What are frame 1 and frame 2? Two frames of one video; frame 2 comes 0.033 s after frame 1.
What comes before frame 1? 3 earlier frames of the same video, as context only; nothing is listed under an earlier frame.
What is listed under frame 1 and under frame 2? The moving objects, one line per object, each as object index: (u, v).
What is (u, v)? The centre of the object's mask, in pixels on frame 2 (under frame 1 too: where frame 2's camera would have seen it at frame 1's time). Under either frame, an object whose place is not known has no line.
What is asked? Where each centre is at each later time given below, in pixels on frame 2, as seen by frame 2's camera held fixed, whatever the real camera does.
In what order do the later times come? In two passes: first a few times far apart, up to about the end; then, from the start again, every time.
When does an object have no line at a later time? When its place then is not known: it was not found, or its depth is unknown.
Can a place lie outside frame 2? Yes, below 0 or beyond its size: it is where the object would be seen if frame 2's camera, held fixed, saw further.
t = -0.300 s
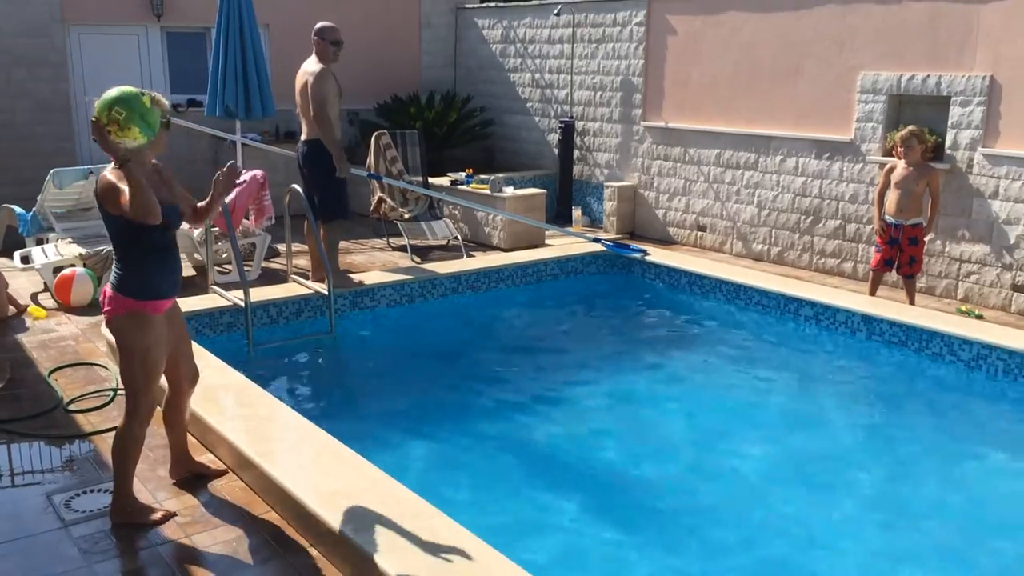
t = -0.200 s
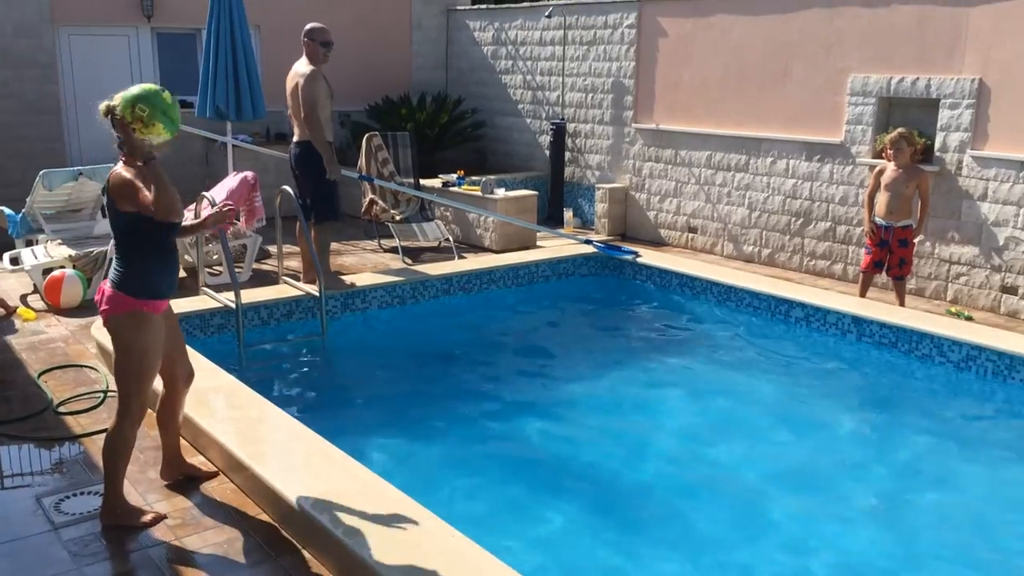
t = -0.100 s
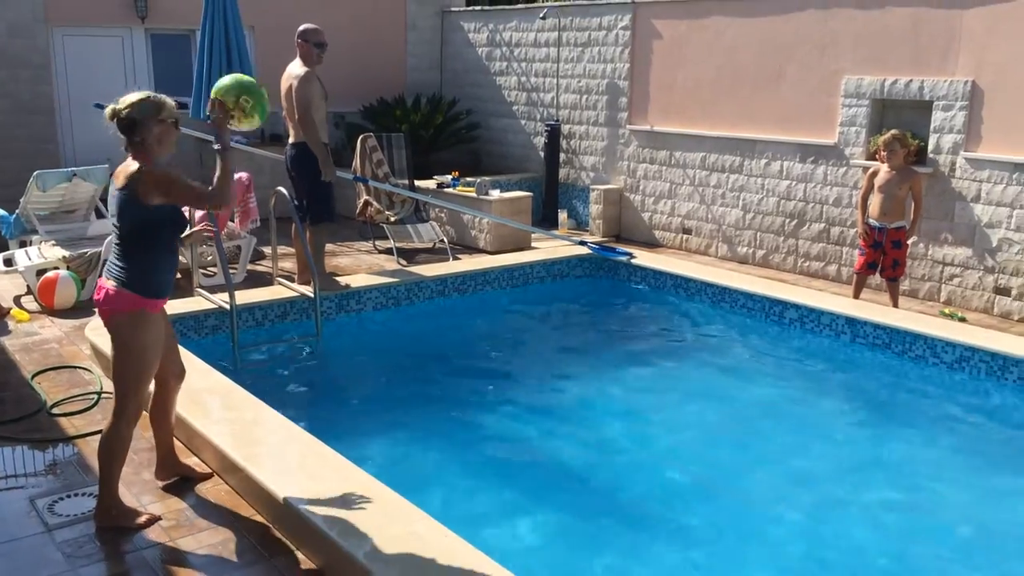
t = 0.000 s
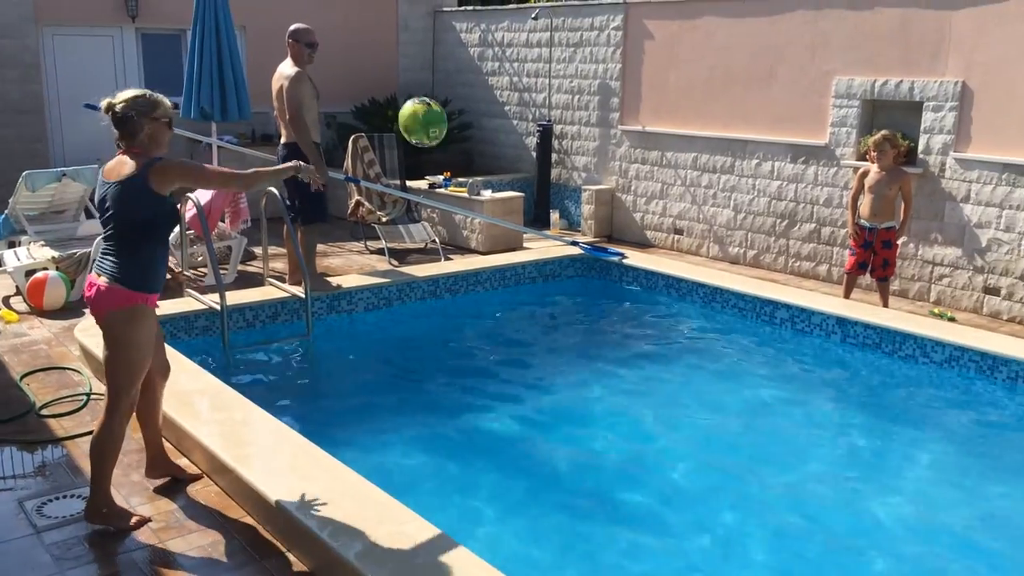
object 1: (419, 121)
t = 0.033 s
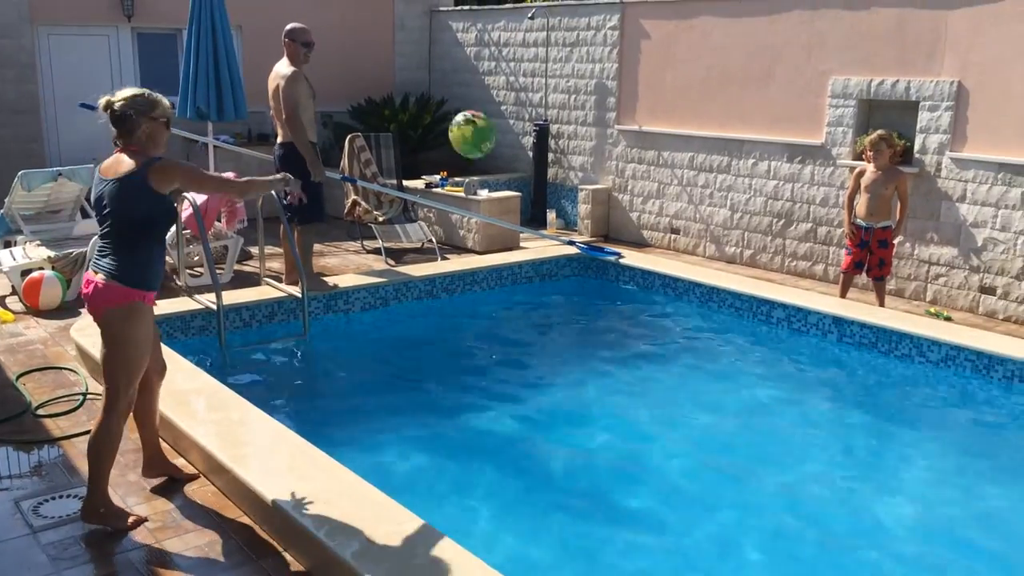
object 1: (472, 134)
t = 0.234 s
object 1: (698, 243)
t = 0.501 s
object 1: (812, 331)
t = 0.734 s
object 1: (805, 326)
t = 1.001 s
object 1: (788, 332)
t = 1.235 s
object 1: (780, 334)
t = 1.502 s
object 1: (775, 336)
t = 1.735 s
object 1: (767, 336)
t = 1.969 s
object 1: (763, 338)
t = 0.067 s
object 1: (519, 149)
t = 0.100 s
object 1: (562, 165)
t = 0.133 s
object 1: (599, 183)
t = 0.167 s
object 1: (636, 202)
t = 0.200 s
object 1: (668, 222)
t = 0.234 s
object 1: (698, 243)
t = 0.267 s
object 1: (725, 263)
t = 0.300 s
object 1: (751, 285)
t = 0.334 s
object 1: (774, 307)
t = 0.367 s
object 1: (794, 328)
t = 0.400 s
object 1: (805, 331)
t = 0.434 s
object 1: (808, 333)
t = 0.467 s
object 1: (811, 333)
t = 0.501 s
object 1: (812, 331)
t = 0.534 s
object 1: (815, 330)
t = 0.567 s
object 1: (817, 327)
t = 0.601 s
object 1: (816, 325)
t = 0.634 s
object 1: (814, 324)
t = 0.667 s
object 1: (811, 325)
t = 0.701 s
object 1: (807, 325)
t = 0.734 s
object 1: (805, 326)
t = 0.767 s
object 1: (802, 327)
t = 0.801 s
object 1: (799, 328)
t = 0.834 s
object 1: (797, 329)
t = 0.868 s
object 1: (795, 329)
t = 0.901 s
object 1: (793, 330)
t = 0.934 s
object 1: (790, 331)
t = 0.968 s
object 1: (789, 331)
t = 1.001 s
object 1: (788, 332)
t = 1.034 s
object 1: (786, 333)
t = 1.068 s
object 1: (785, 333)
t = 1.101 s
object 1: (784, 333)
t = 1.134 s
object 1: (783, 333)
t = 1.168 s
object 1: (782, 334)
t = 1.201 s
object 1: (781, 333)
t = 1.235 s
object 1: (780, 334)
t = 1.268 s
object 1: (780, 335)
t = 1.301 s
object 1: (779, 335)
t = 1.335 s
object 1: (778, 336)
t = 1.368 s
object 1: (777, 336)
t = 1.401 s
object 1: (777, 336)
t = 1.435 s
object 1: (776, 336)
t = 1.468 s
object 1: (775, 336)
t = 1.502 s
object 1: (775, 336)
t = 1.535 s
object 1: (774, 335)
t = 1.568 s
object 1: (773, 335)
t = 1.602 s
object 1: (772, 336)
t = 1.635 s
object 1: (771, 336)
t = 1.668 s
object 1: (770, 336)
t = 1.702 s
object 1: (769, 336)
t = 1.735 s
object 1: (767, 336)
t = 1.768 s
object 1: (767, 336)
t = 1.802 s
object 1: (766, 336)
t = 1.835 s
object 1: (765, 336)
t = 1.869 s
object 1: (764, 336)
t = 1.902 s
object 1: (764, 337)
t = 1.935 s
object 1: (763, 338)
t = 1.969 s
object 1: (763, 338)
